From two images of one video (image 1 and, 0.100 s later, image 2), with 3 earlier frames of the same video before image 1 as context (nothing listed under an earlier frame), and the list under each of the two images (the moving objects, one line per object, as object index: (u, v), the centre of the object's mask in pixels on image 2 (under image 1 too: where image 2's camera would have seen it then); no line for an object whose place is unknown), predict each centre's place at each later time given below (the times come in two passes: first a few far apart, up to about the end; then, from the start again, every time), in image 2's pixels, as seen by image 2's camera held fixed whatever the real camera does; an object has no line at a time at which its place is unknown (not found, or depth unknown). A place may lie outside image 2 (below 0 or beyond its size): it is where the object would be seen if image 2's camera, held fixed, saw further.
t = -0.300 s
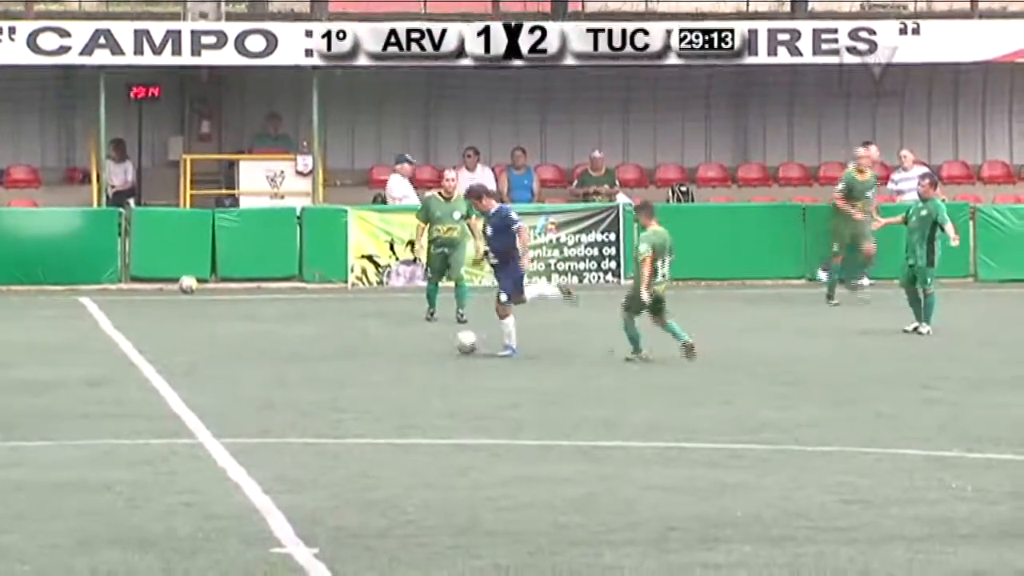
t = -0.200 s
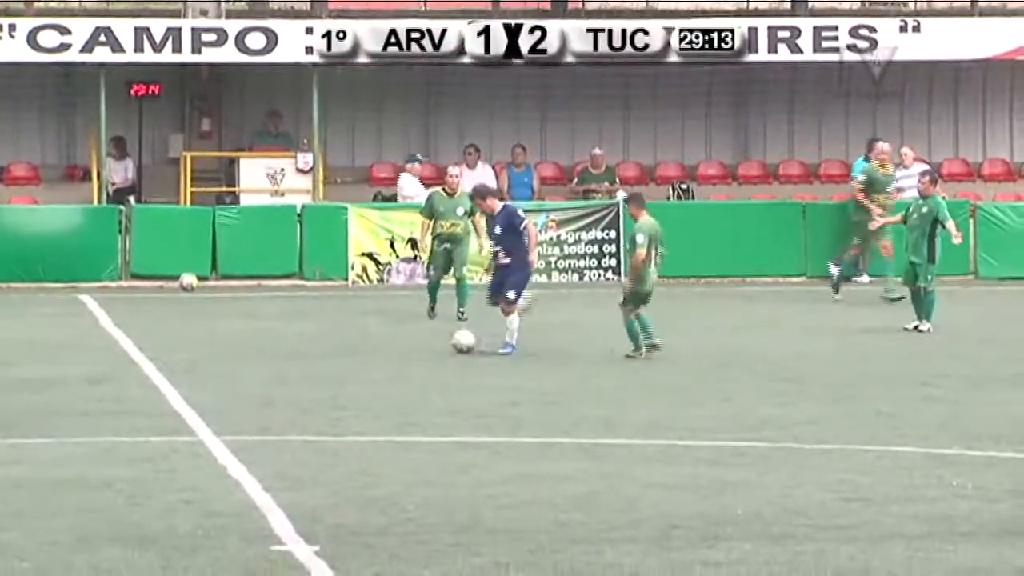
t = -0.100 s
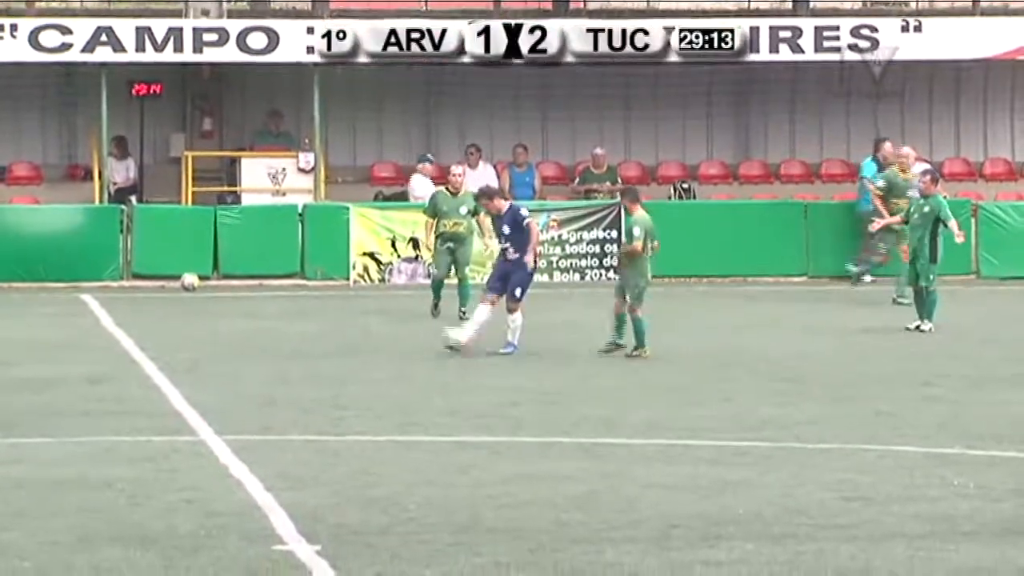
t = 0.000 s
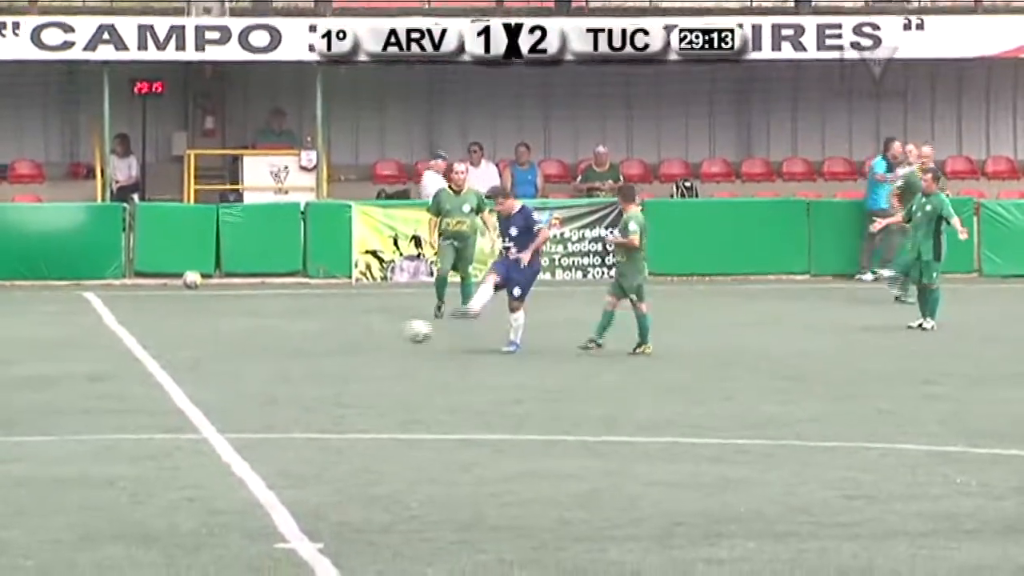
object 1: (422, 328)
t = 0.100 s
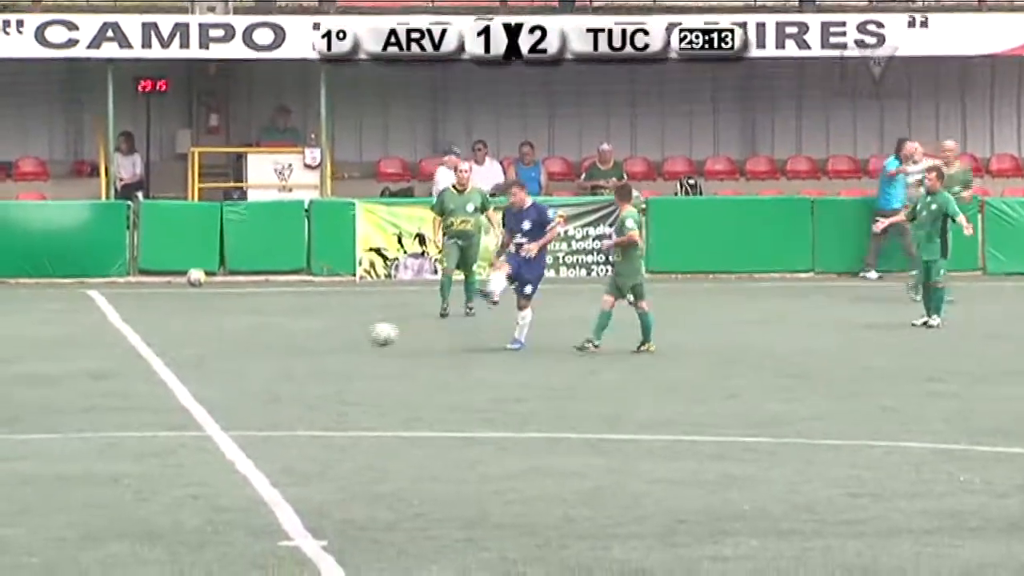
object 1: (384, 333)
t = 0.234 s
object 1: (333, 357)
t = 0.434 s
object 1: (259, 368)
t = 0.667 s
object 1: (169, 408)
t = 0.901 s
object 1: (84, 427)
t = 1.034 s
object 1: (38, 438)
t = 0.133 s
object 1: (371, 337)
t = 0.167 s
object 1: (357, 343)
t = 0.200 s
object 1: (346, 348)
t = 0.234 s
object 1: (333, 357)
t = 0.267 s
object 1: (319, 367)
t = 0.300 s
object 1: (305, 377)
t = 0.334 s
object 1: (294, 374)
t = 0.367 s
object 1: (280, 370)
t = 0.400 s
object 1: (269, 369)
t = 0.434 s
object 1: (259, 368)
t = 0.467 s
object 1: (246, 370)
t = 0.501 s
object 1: (234, 372)
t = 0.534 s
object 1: (221, 376)
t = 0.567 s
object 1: (209, 381)
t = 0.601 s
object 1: (197, 390)
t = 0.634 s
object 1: (184, 397)
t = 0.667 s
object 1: (169, 408)
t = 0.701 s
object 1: (159, 416)
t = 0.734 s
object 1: (147, 413)
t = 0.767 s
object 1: (135, 412)
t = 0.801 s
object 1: (123, 414)
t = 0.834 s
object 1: (110, 417)
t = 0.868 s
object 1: (98, 422)
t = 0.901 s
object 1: (84, 427)
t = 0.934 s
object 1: (72, 435)
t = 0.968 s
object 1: (59, 440)
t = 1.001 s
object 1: (48, 440)
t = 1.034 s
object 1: (38, 438)
